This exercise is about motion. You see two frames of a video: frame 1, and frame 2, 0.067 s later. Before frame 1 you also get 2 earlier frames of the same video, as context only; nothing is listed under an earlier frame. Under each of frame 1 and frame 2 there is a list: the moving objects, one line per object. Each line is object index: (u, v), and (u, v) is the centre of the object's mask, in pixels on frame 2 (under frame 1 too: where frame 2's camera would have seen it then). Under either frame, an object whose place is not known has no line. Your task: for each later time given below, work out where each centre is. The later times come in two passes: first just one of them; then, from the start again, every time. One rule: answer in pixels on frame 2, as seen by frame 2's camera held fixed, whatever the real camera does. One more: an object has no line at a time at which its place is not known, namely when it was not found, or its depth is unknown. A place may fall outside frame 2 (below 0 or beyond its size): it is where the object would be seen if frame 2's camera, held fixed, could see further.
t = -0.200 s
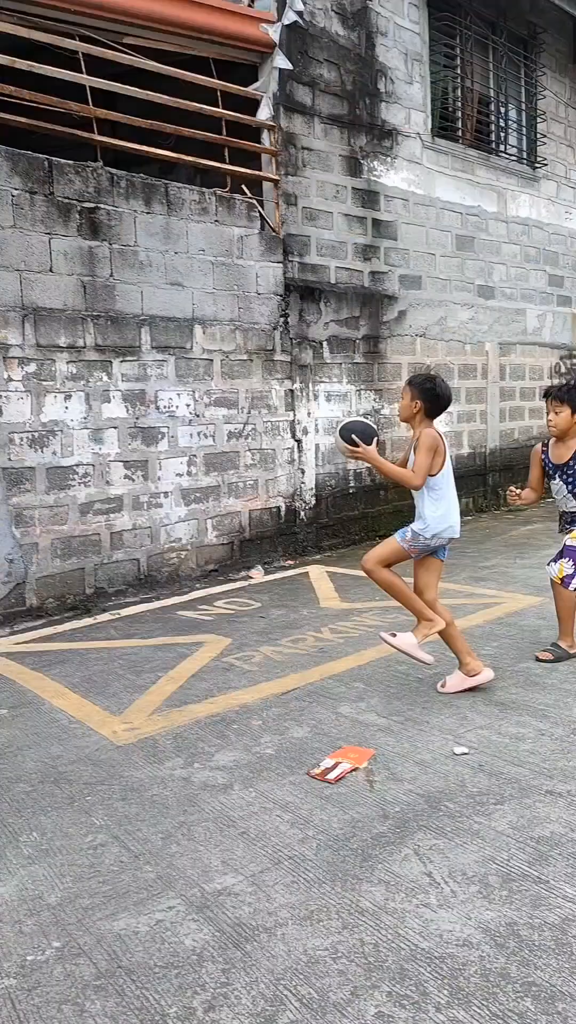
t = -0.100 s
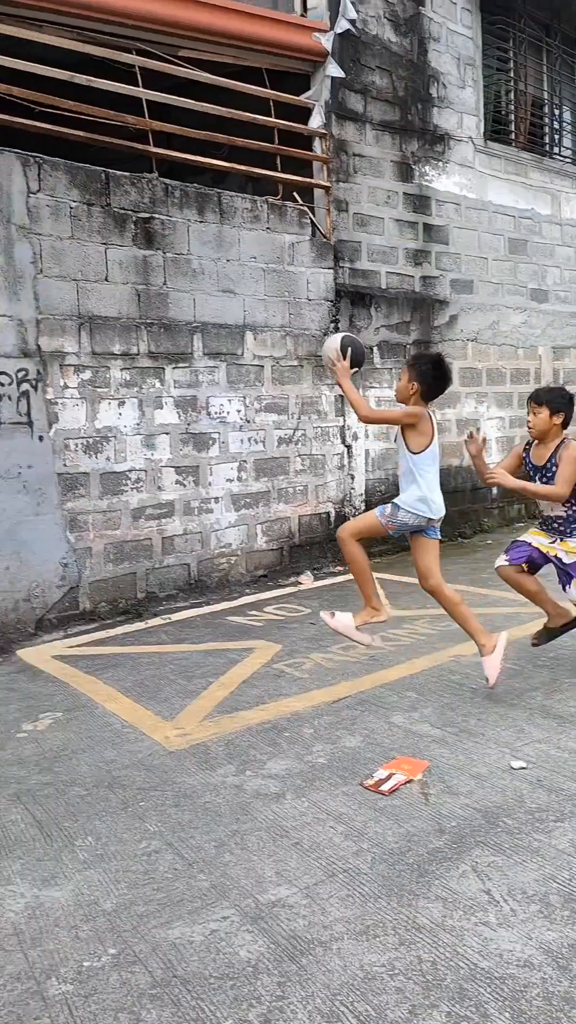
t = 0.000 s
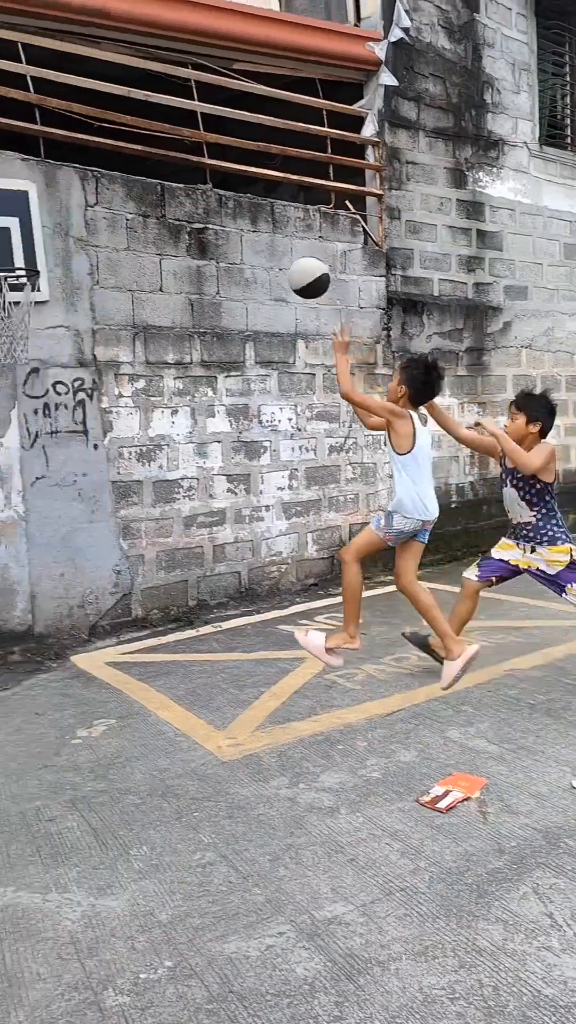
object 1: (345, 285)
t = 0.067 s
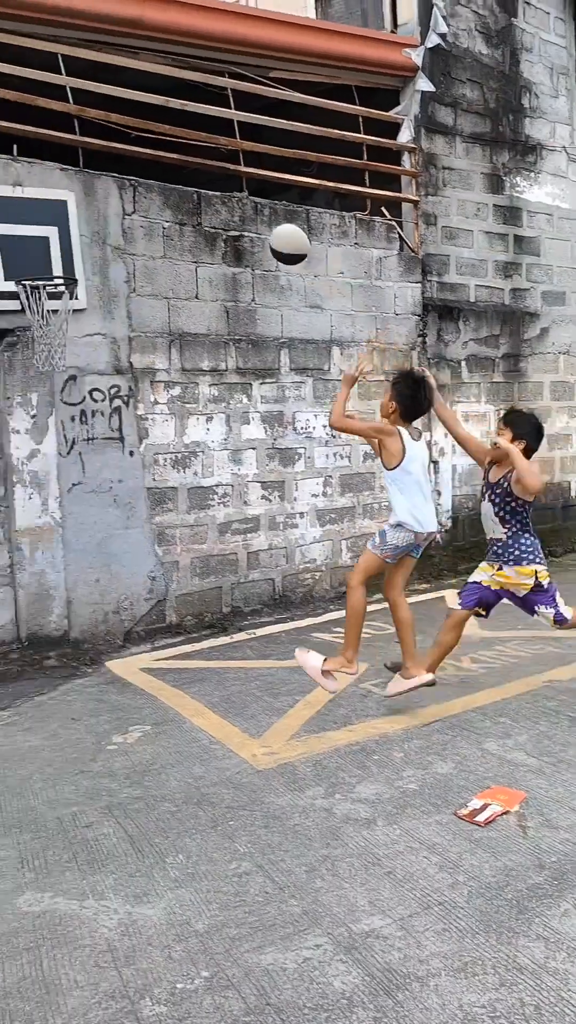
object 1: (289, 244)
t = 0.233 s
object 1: (166, 193)
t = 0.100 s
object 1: (263, 229)
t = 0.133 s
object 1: (239, 216)
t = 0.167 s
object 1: (215, 206)
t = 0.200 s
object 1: (190, 198)
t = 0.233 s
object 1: (166, 193)
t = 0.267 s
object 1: (144, 191)
